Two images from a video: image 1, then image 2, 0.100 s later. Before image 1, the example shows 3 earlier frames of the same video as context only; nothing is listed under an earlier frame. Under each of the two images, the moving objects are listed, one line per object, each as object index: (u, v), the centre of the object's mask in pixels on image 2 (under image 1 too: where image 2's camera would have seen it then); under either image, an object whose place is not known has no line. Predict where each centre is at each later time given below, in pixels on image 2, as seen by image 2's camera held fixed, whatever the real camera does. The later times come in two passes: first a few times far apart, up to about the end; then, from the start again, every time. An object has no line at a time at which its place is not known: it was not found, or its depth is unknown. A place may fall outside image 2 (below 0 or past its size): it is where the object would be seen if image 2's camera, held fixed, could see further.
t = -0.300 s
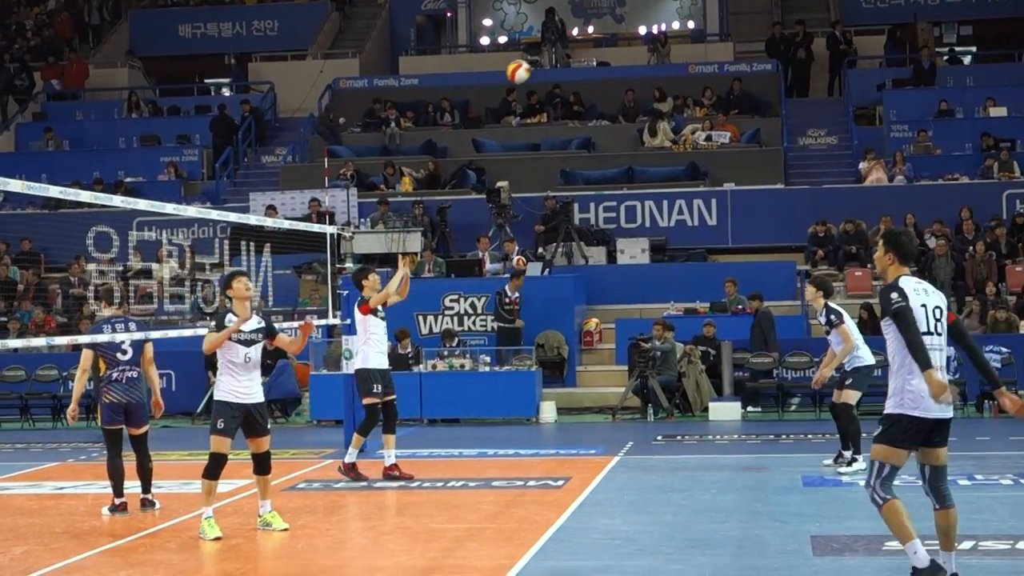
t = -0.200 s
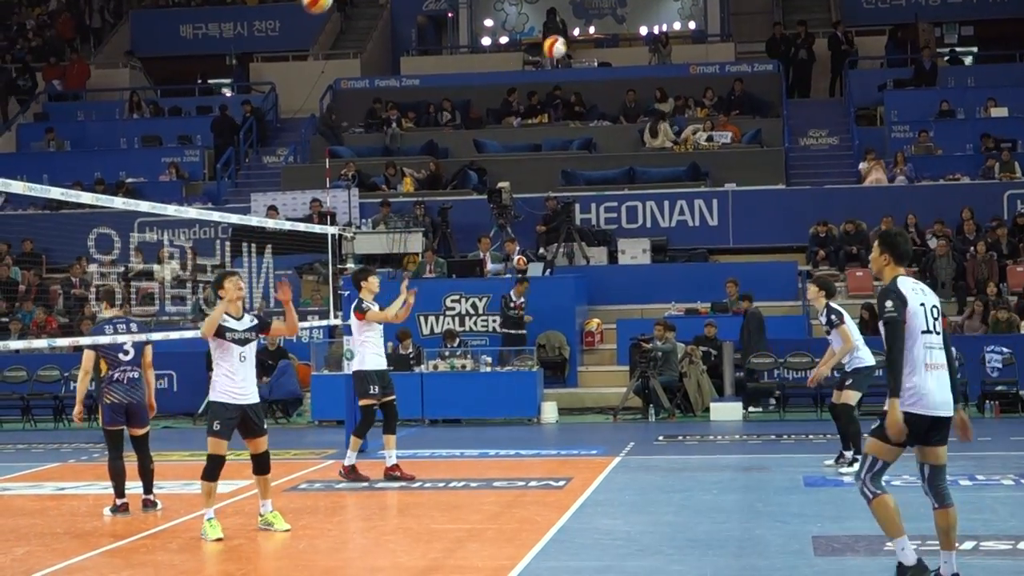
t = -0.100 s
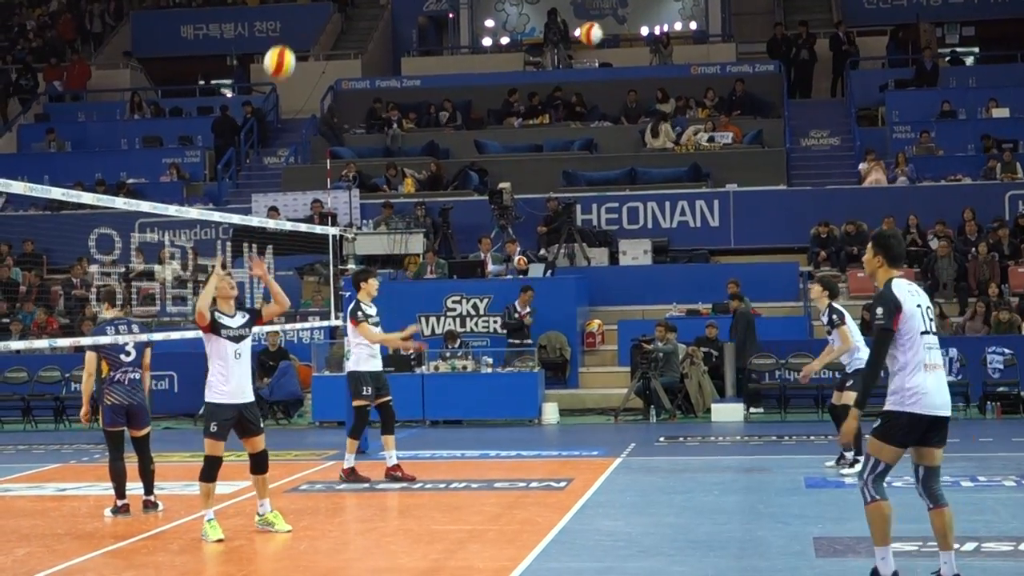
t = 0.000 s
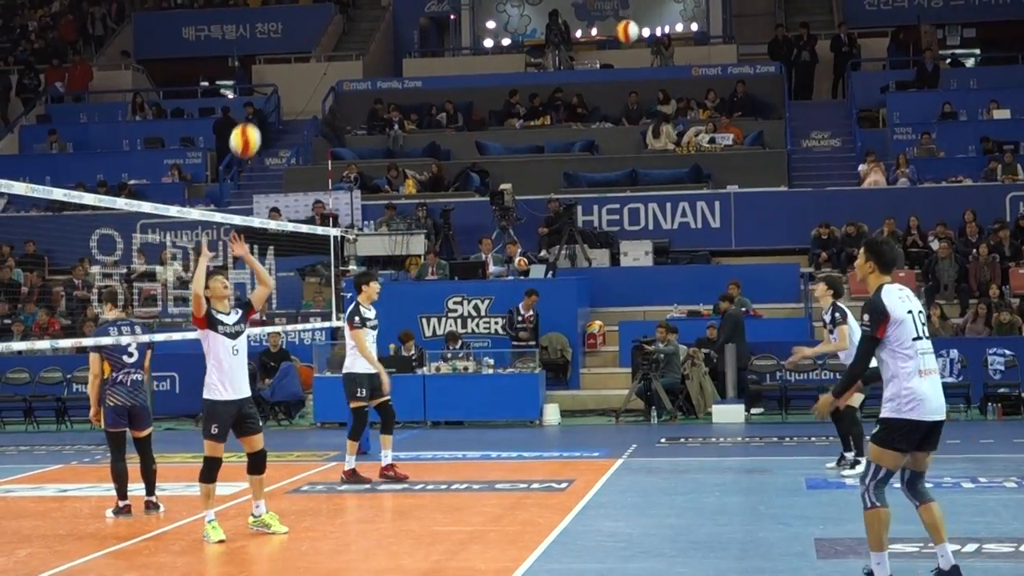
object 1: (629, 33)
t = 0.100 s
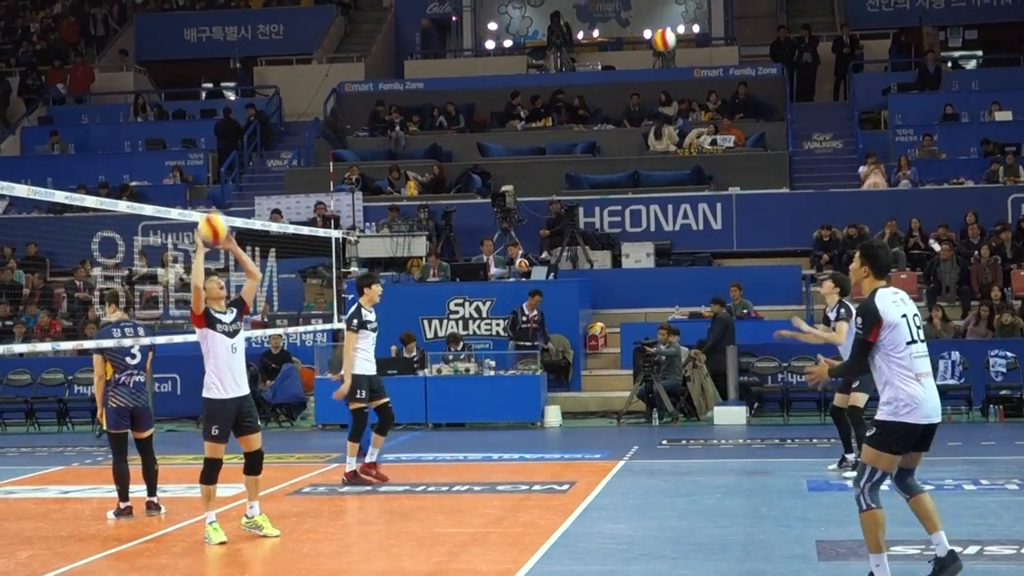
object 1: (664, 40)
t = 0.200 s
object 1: (699, 57)
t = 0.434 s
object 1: (779, 138)
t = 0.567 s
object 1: (824, 209)
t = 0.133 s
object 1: (675, 44)
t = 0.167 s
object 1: (688, 50)
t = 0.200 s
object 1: (699, 57)
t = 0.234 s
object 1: (710, 65)
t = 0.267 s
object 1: (722, 74)
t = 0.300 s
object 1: (733, 85)
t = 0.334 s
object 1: (745, 97)
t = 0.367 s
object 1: (756, 109)
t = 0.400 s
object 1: (768, 123)
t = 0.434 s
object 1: (779, 138)
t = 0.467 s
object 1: (790, 154)
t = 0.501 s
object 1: (801, 172)
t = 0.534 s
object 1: (813, 190)
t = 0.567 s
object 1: (824, 209)
